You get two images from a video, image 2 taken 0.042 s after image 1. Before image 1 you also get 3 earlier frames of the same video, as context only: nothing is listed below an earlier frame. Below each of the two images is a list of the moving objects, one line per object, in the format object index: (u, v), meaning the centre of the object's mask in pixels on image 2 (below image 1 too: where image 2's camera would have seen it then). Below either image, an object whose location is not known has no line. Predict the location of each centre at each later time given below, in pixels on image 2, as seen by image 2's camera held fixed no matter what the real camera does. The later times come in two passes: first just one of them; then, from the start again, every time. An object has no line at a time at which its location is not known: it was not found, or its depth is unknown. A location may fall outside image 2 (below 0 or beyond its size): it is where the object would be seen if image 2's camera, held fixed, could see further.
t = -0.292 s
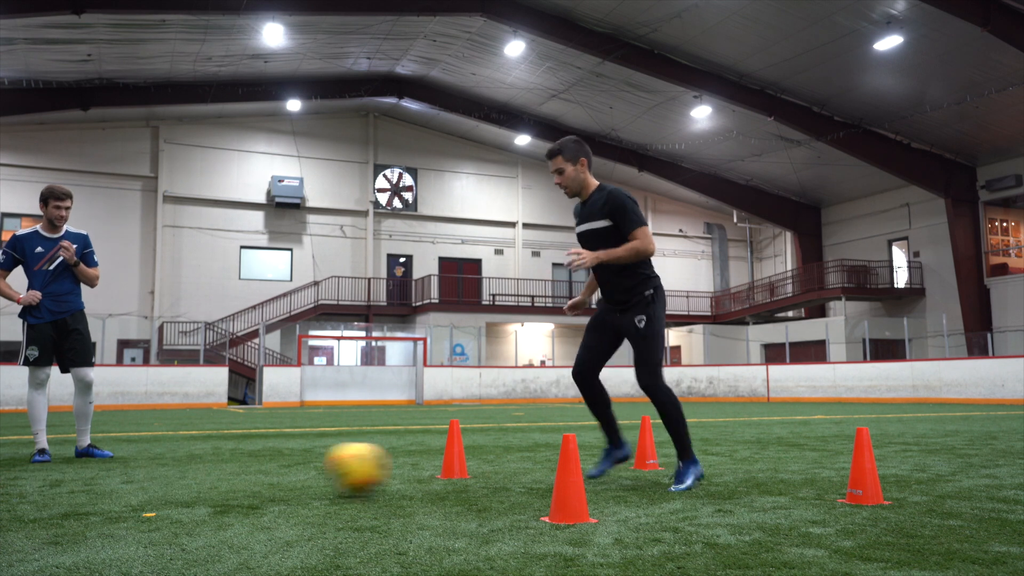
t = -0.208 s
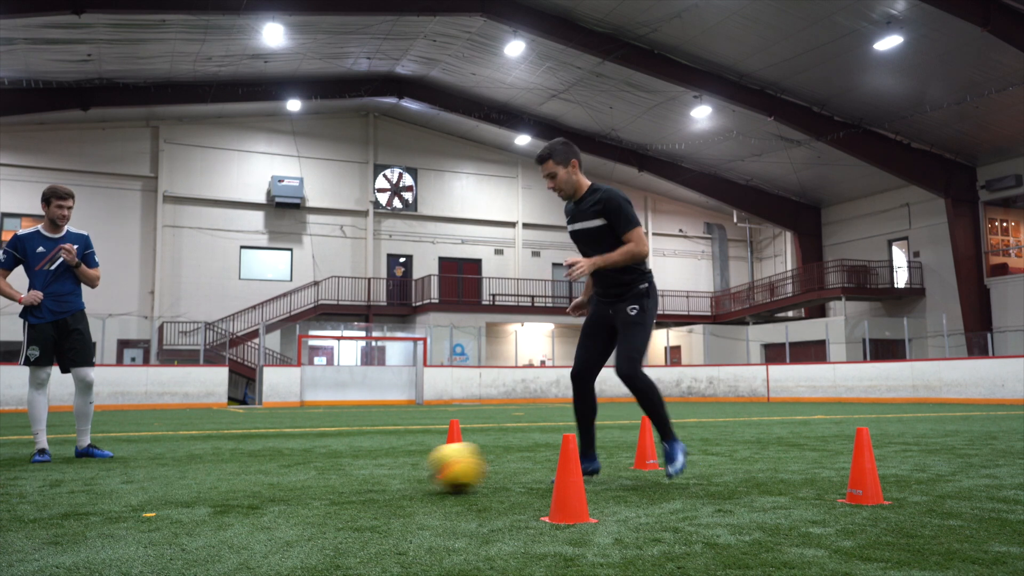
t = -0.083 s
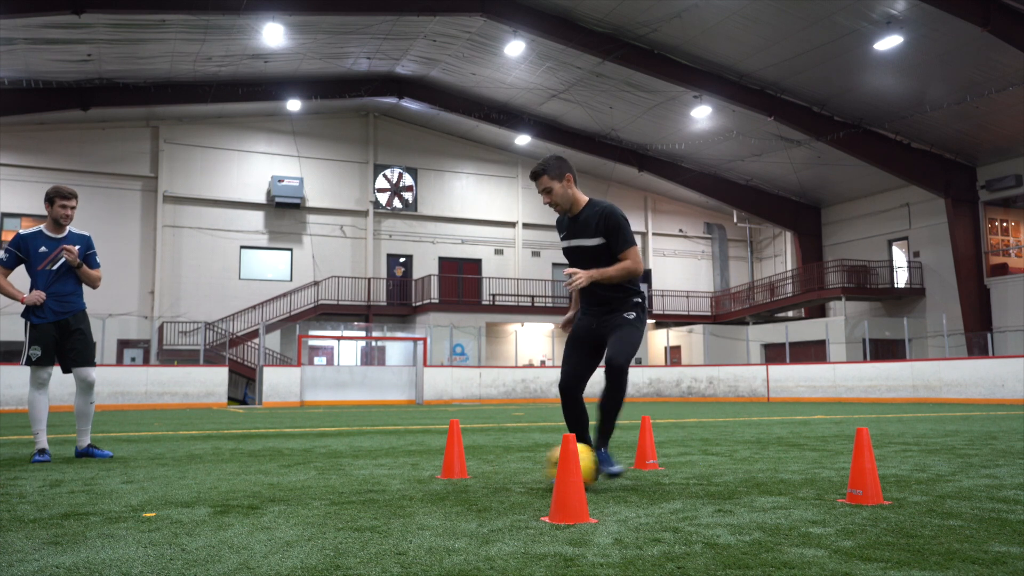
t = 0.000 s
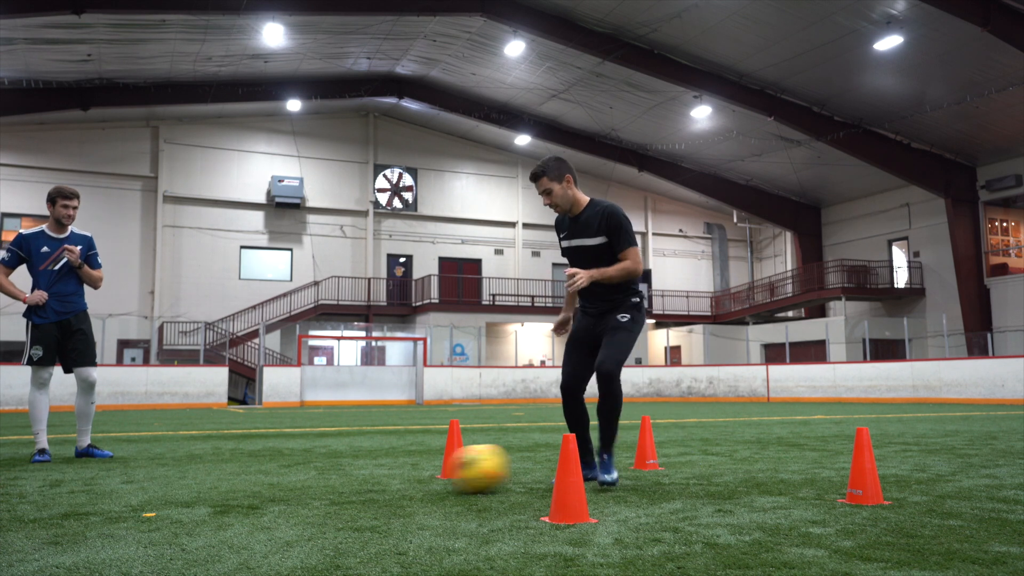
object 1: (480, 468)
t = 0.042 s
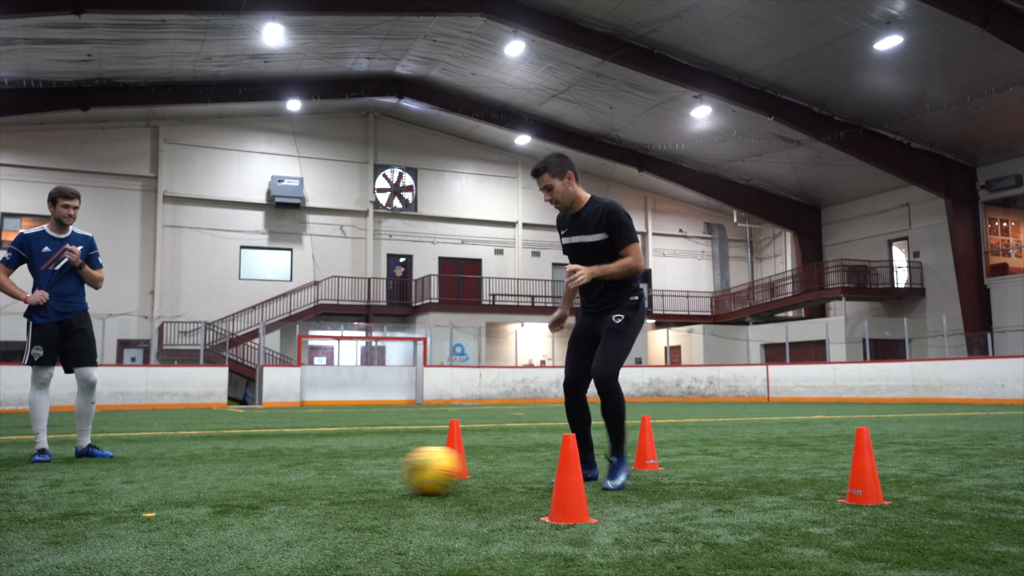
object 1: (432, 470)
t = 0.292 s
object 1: (186, 475)
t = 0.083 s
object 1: (388, 470)
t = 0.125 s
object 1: (344, 472)
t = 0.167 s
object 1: (303, 472)
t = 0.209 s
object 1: (263, 474)
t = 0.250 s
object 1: (223, 477)
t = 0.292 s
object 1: (186, 475)
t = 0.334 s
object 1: (149, 478)
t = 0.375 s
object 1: (115, 480)
